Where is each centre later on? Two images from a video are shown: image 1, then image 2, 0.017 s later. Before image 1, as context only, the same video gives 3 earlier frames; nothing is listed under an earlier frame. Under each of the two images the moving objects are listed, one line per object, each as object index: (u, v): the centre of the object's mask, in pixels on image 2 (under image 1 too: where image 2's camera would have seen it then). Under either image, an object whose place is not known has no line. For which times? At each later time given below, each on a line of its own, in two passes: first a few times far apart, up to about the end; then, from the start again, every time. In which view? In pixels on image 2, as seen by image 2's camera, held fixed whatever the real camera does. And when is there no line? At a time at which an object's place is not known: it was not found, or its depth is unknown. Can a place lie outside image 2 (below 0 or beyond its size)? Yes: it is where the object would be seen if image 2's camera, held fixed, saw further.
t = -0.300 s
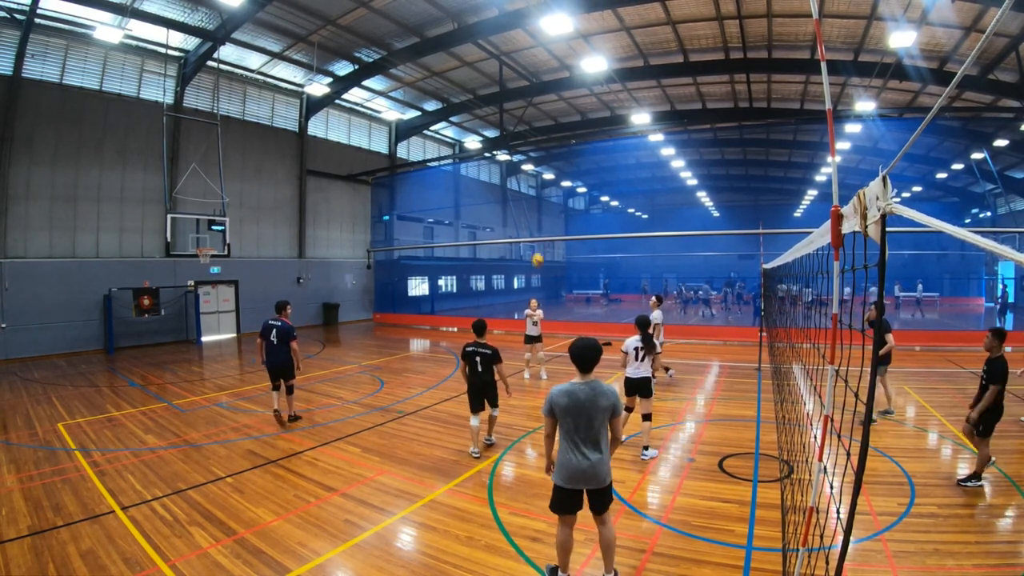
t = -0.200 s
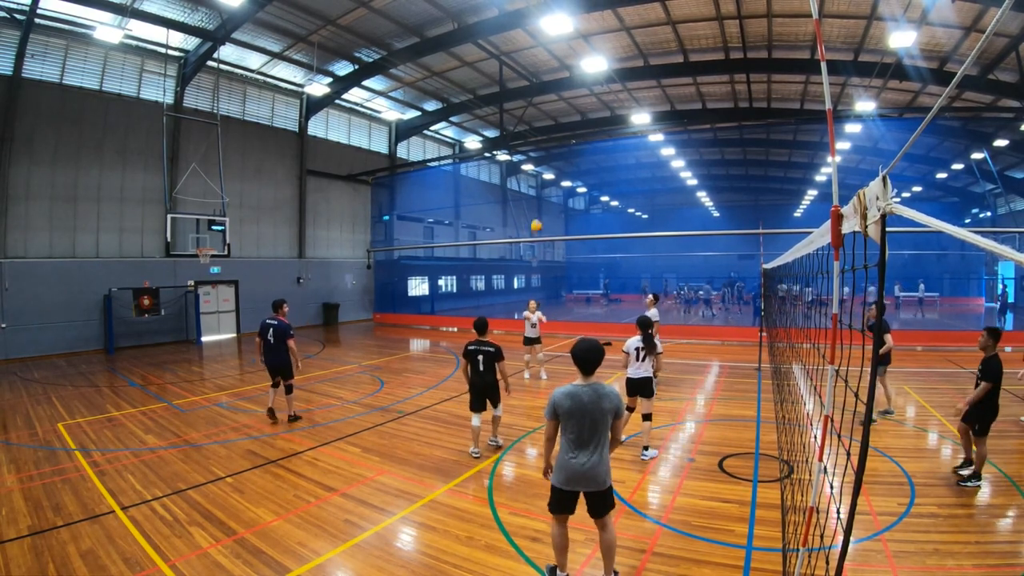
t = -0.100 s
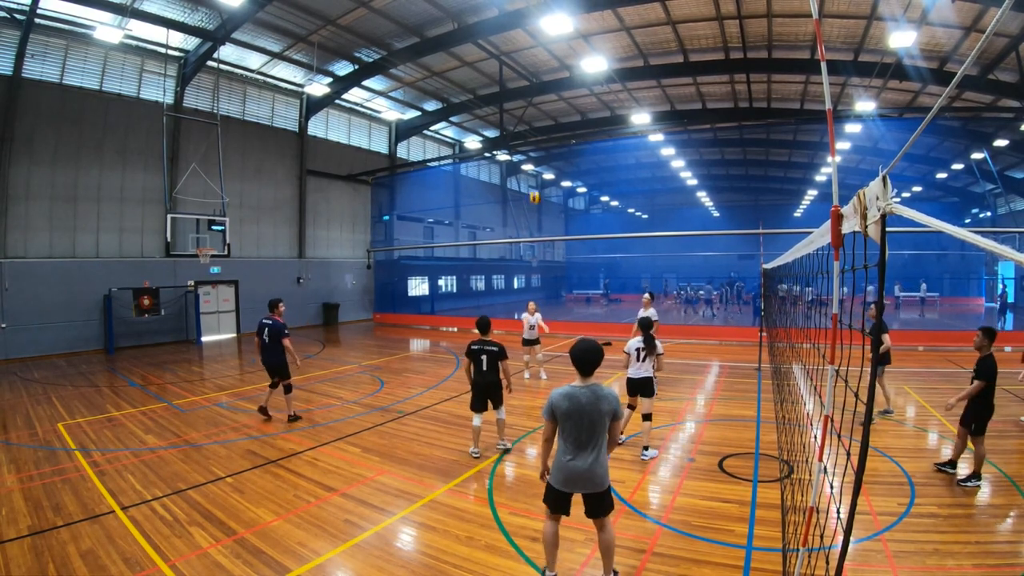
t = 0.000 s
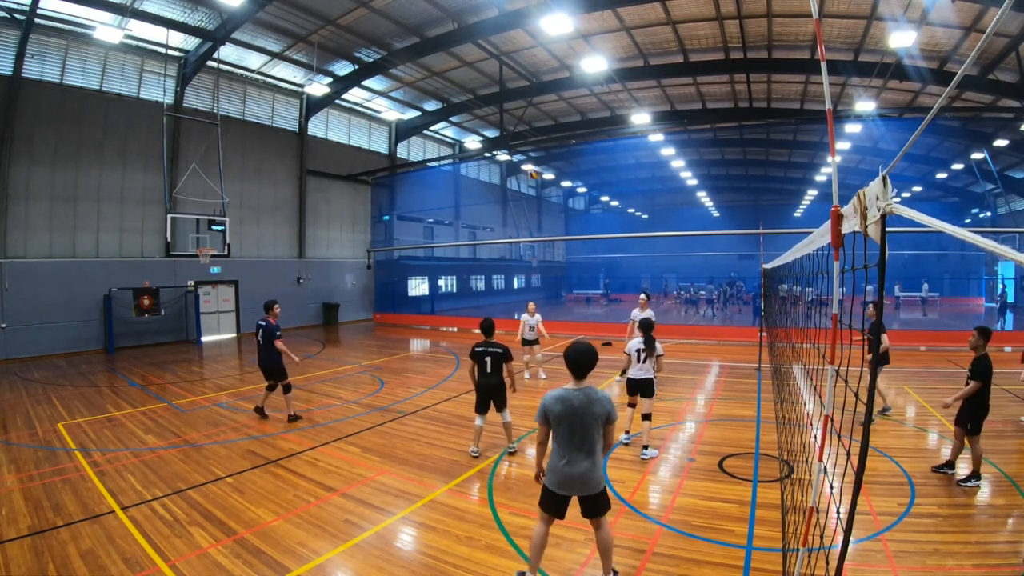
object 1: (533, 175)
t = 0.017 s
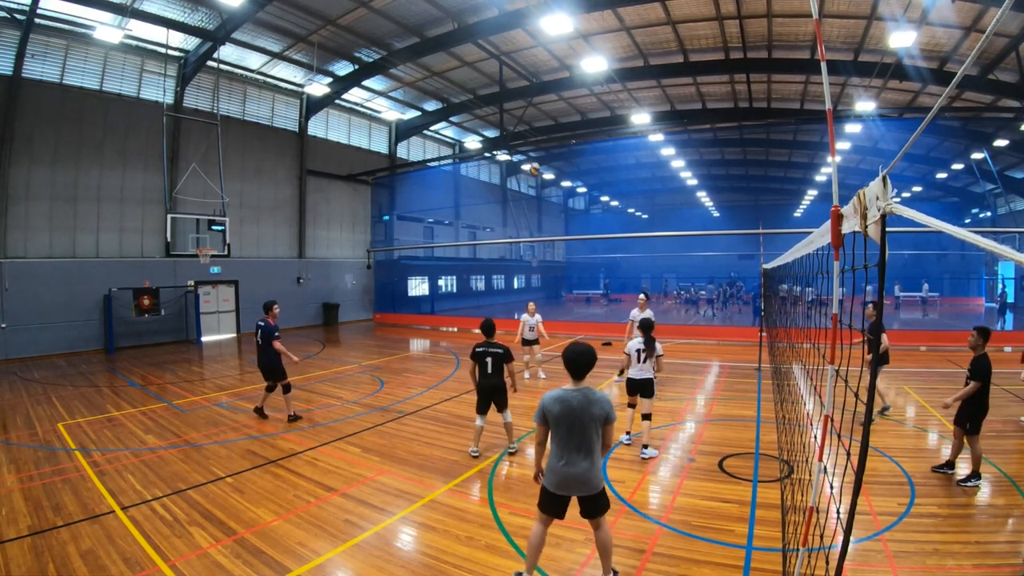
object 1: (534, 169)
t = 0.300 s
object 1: (529, 128)
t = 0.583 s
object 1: (526, 130)
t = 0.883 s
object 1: (523, 192)
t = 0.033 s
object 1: (534, 165)
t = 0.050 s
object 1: (534, 161)
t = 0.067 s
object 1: (533, 158)
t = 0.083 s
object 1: (533, 155)
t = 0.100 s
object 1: (533, 153)
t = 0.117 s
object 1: (532, 150)
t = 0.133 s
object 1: (532, 147)
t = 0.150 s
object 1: (532, 144)
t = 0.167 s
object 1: (532, 142)
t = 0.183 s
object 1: (531, 140)
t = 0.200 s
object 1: (531, 138)
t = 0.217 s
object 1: (531, 136)
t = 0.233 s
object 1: (531, 134)
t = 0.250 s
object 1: (531, 133)
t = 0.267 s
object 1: (530, 131)
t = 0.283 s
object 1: (530, 129)
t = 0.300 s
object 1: (529, 128)
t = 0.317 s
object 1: (529, 127)
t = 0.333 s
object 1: (529, 126)
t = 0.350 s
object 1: (529, 126)
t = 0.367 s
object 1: (529, 125)
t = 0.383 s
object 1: (528, 124)
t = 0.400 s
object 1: (528, 124)
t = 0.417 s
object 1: (528, 124)
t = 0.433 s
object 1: (528, 124)
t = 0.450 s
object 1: (527, 124)
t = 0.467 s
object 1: (527, 124)
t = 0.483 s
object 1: (527, 125)
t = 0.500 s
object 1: (527, 125)
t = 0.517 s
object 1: (527, 126)
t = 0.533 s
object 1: (526, 127)
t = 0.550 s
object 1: (527, 128)
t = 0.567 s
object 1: (526, 129)
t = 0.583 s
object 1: (526, 130)
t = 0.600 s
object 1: (526, 132)
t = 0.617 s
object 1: (526, 133)
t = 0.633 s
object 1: (526, 136)
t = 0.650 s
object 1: (526, 137)
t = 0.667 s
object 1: (526, 140)
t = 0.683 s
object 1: (525, 143)
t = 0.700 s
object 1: (525, 145)
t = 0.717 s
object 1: (525, 148)
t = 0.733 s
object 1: (524, 151)
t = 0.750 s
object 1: (524, 155)
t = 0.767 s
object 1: (524, 159)
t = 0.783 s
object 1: (524, 164)
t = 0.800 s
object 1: (524, 167)
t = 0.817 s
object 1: (524, 172)
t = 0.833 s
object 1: (523, 177)
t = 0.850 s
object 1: (524, 181)
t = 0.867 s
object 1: (523, 187)
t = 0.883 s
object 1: (523, 192)
